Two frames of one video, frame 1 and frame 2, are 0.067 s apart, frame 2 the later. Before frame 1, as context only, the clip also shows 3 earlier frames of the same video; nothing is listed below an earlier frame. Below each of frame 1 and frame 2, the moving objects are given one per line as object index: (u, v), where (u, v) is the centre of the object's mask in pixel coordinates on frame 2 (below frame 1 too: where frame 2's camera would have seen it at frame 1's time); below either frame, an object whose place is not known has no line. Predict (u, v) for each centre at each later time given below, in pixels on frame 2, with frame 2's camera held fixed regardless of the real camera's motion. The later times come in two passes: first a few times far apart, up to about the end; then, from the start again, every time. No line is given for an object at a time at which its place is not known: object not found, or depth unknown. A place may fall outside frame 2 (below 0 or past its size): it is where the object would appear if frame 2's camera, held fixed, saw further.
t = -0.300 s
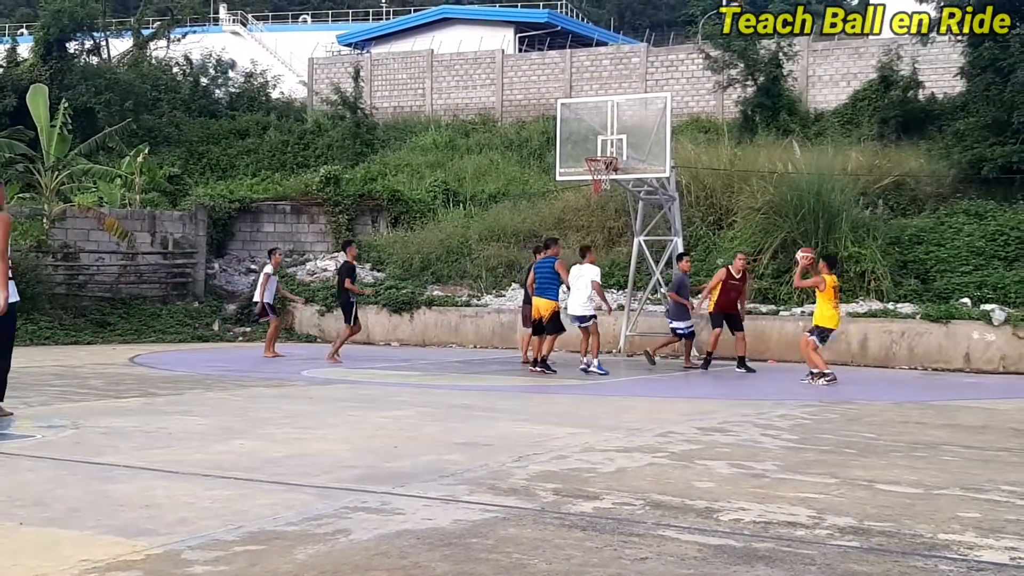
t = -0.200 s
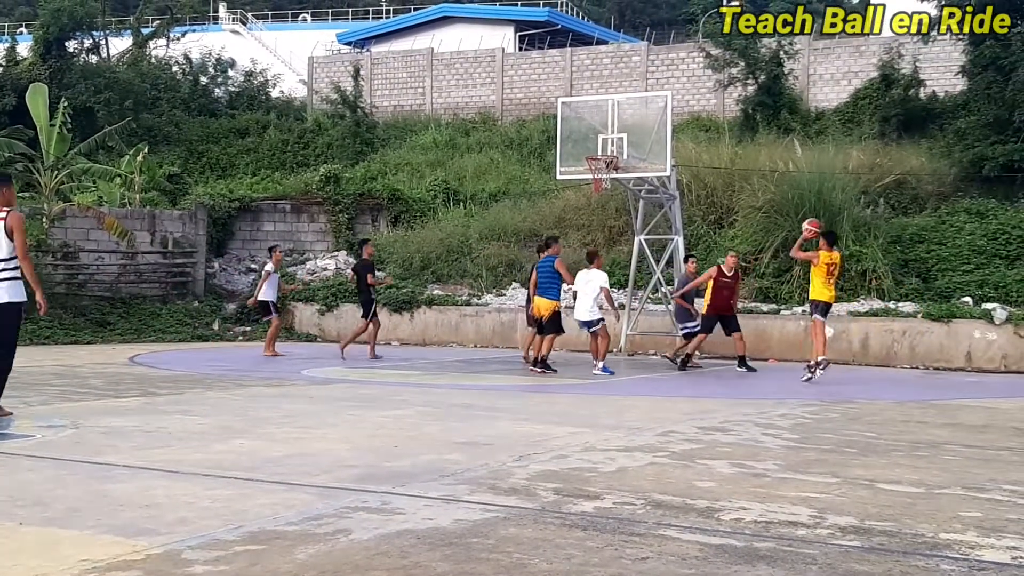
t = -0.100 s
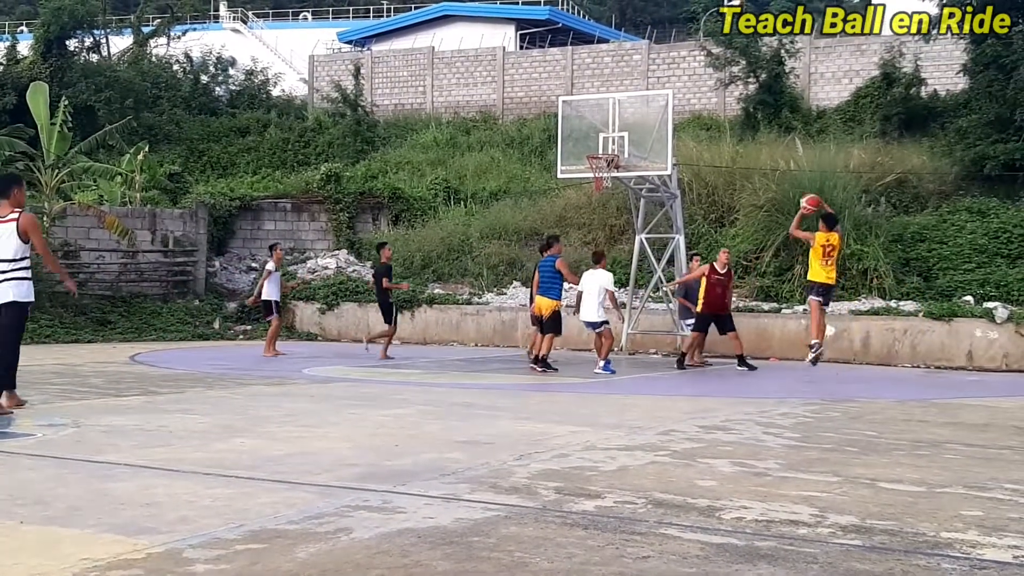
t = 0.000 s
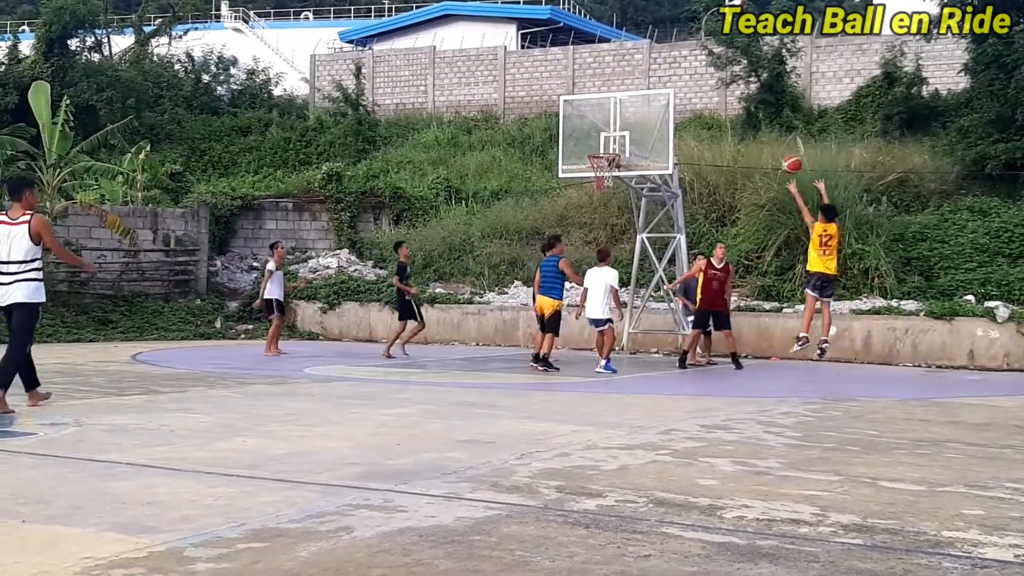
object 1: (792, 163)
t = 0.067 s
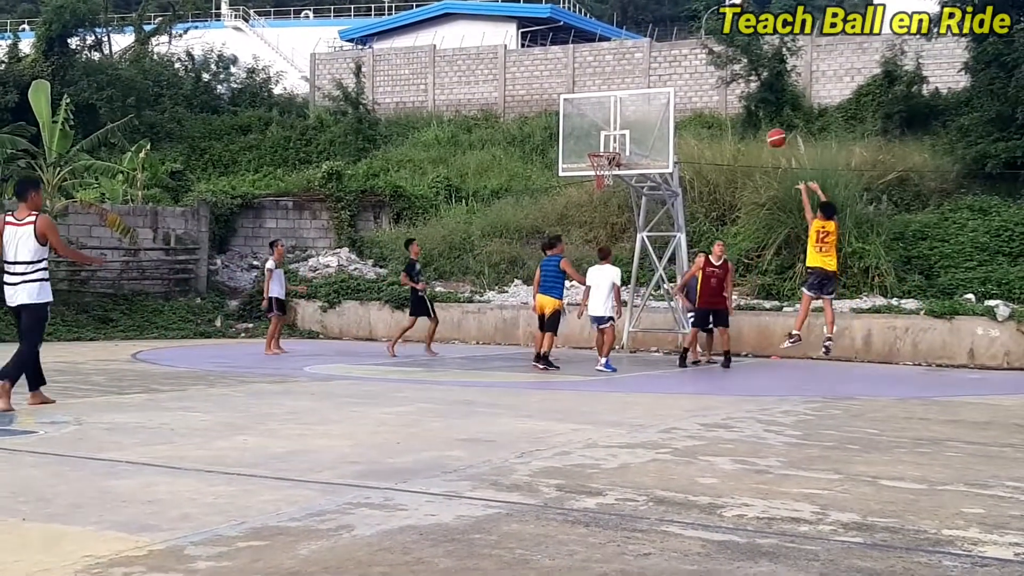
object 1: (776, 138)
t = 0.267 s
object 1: (731, 88)
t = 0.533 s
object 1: (674, 71)
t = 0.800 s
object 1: (622, 103)
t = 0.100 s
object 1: (768, 127)
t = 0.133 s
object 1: (760, 118)
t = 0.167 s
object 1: (753, 108)
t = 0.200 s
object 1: (746, 101)
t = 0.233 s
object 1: (738, 94)
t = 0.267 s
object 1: (731, 88)
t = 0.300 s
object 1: (723, 83)
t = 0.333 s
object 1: (716, 78)
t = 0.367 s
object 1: (709, 75)
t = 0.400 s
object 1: (702, 72)
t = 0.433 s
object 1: (695, 70)
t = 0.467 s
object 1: (689, 69)
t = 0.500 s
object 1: (682, 70)
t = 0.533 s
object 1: (674, 71)
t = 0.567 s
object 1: (668, 72)
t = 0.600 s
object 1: (661, 74)
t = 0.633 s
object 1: (655, 77)
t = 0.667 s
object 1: (648, 81)
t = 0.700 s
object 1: (641, 85)
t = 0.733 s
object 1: (635, 90)
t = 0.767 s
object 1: (629, 97)
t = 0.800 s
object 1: (622, 103)
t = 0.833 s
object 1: (616, 110)
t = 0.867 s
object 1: (610, 118)
